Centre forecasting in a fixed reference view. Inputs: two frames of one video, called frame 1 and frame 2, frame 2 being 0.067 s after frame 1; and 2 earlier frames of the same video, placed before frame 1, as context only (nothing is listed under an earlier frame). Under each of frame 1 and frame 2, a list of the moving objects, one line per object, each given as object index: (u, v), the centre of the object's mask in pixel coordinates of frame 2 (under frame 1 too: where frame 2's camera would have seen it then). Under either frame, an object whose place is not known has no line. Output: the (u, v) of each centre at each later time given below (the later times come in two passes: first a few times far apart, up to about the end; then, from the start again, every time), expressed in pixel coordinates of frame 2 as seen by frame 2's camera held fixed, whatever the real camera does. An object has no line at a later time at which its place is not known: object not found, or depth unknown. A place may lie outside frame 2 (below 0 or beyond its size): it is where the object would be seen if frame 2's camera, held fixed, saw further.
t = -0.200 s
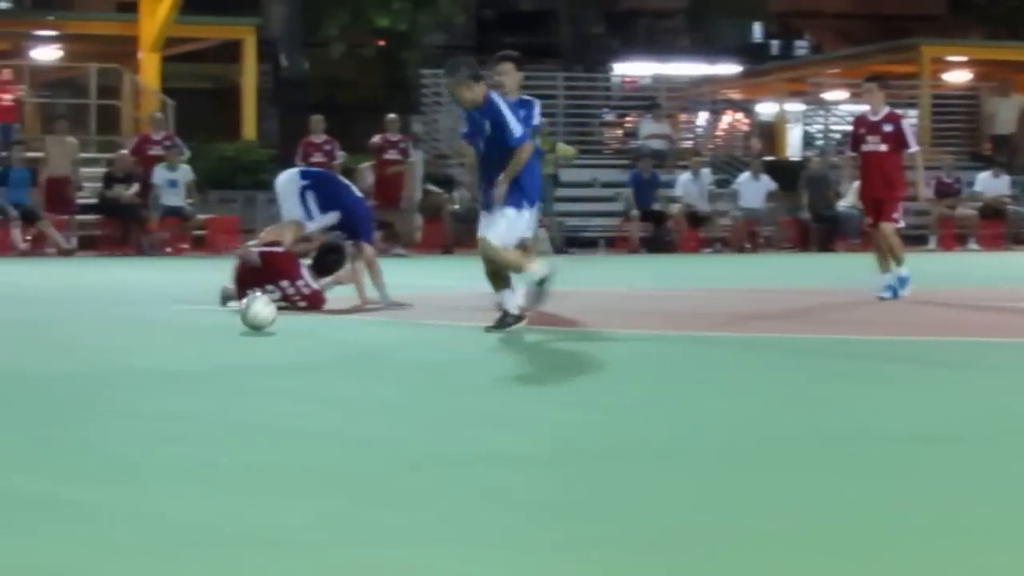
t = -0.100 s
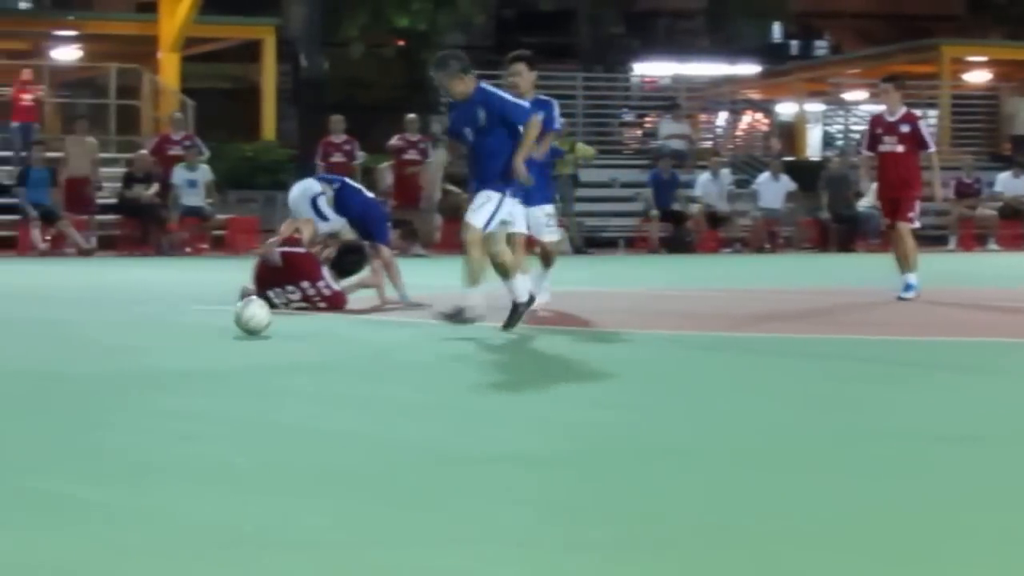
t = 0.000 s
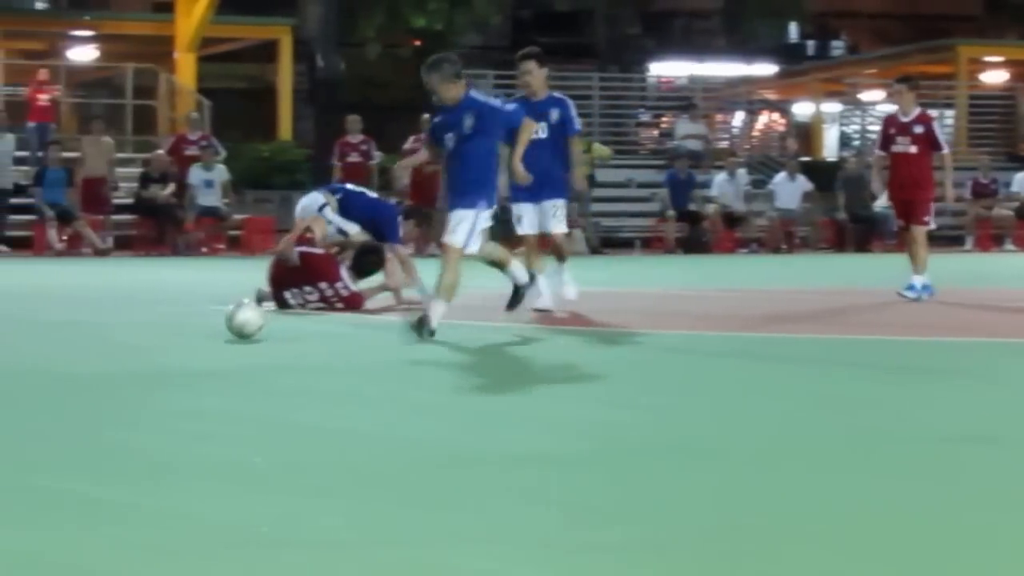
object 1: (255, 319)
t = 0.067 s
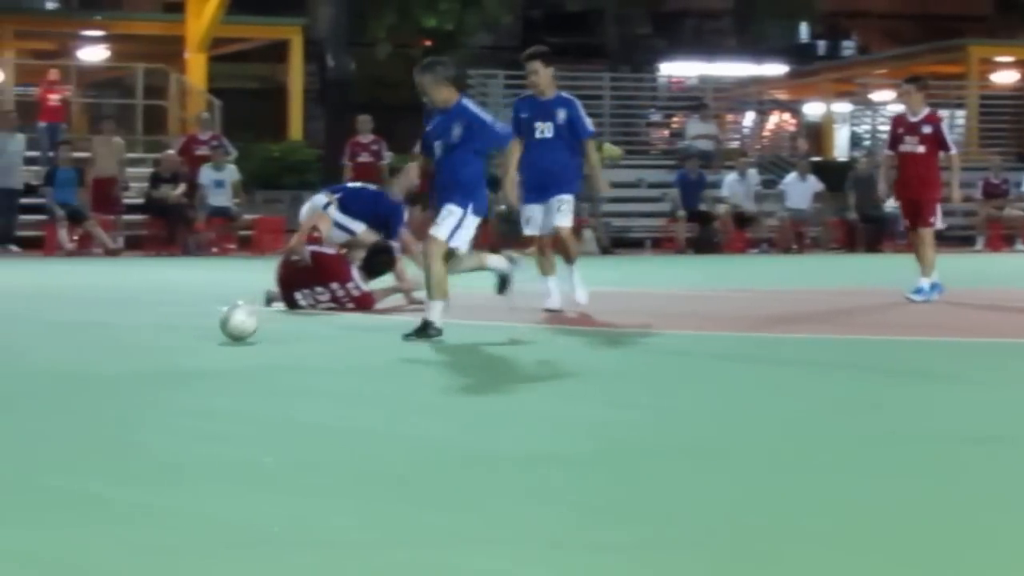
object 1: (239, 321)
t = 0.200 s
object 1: (205, 325)
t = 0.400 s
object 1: (154, 332)
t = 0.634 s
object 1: (81, 339)
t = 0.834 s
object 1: (21, 347)
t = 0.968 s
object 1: (-26, 354)
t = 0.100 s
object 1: (230, 323)
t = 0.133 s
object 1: (222, 323)
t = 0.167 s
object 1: (213, 324)
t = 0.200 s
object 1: (205, 325)
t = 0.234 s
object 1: (197, 326)
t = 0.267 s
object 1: (189, 327)
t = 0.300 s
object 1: (179, 328)
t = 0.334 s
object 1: (171, 329)
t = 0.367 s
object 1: (163, 330)
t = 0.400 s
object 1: (154, 332)
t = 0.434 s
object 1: (144, 332)
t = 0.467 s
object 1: (134, 333)
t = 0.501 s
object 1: (123, 336)
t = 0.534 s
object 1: (112, 336)
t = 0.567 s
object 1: (102, 336)
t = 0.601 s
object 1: (91, 339)
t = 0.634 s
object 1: (81, 339)
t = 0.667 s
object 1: (71, 339)
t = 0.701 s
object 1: (62, 342)
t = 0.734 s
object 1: (53, 345)
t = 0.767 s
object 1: (42, 343)
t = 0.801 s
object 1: (32, 344)
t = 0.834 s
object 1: (21, 347)
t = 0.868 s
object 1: (11, 352)
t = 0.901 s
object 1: (-3, 351)
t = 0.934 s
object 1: (-15, 351)
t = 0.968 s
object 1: (-26, 354)
